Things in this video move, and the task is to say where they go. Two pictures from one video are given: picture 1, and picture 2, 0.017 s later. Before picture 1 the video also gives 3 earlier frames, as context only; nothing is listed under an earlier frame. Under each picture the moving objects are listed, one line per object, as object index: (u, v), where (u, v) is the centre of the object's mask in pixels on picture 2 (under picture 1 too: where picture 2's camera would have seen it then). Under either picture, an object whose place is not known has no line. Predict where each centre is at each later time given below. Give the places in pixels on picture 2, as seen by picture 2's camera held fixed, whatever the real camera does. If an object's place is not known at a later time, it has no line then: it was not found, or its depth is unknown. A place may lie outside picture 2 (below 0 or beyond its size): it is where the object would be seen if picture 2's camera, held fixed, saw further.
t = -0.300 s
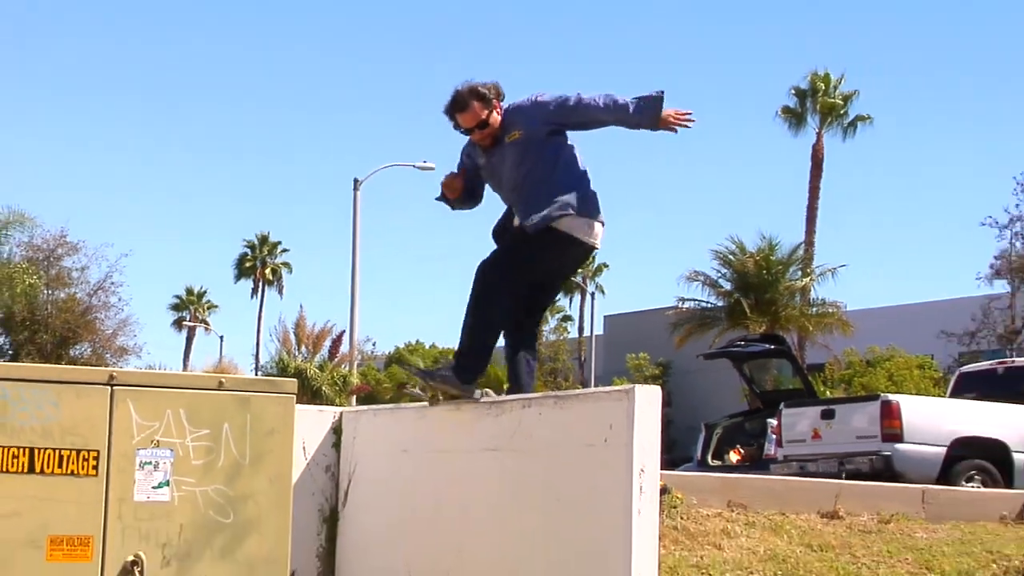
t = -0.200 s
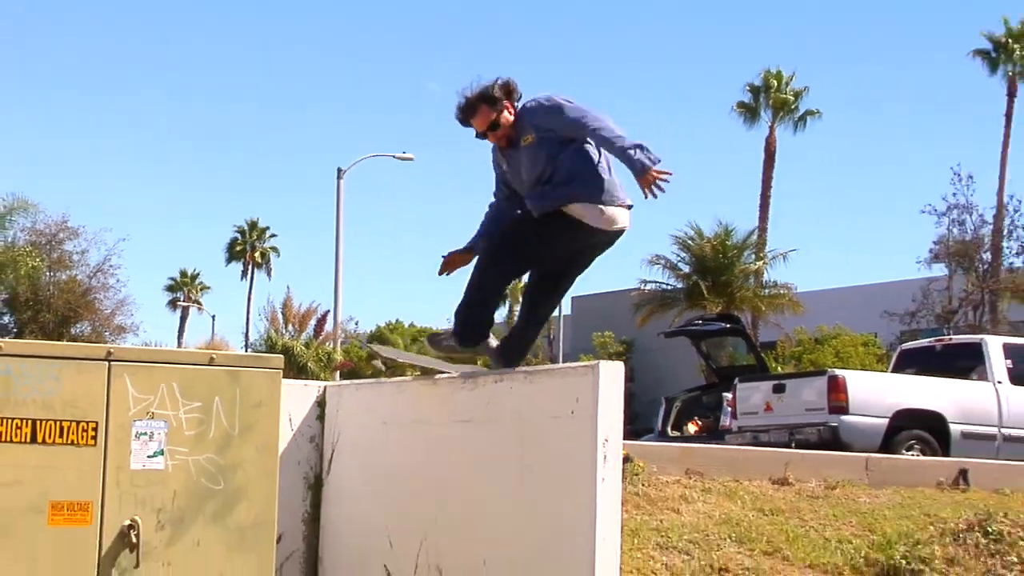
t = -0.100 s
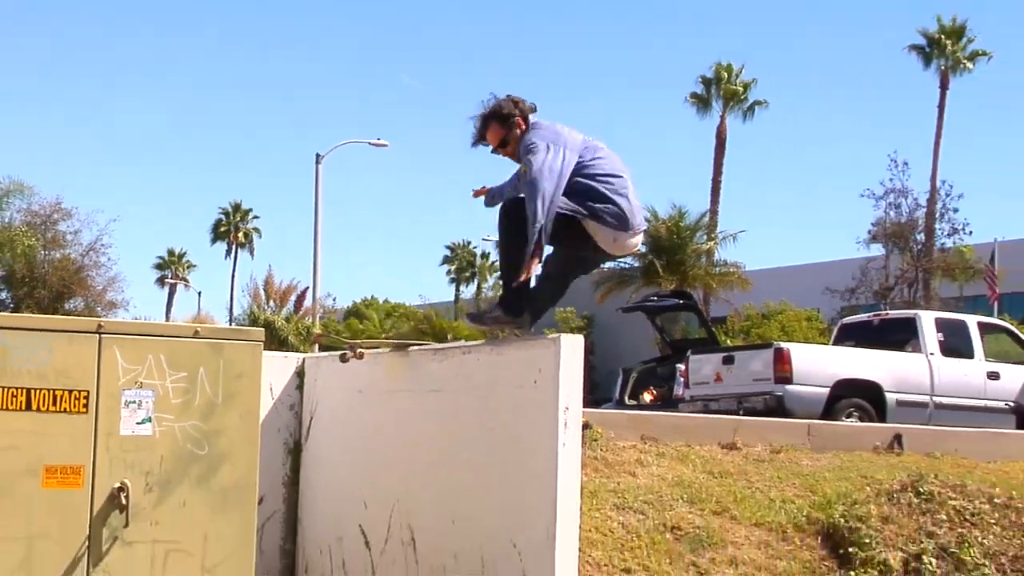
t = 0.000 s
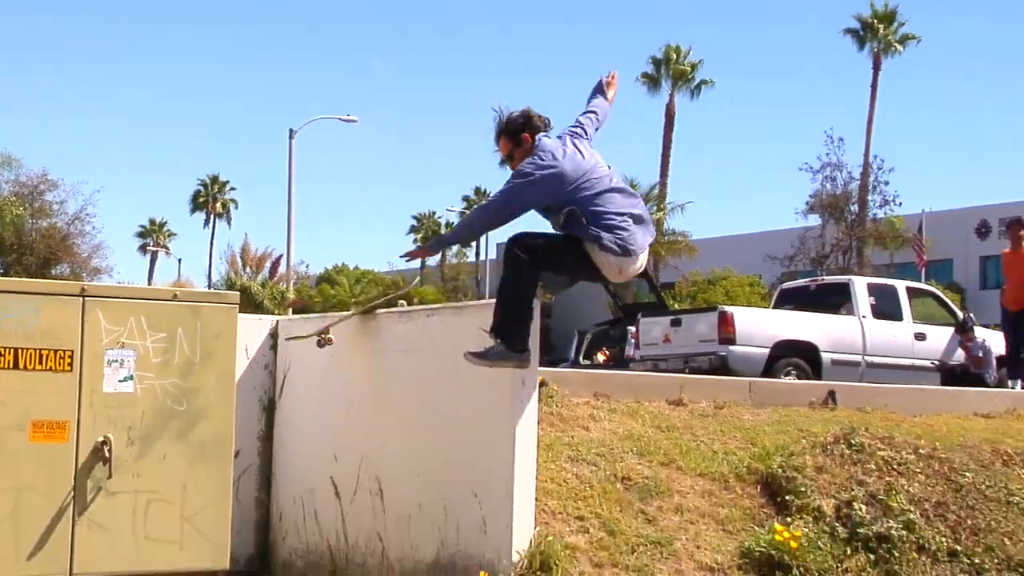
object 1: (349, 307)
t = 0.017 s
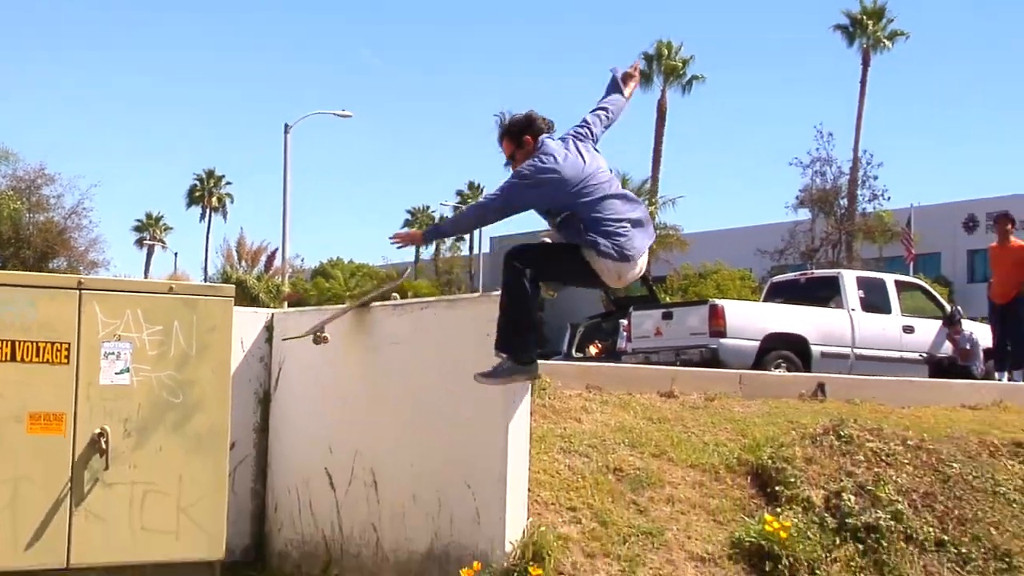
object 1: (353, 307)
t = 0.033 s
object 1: (351, 308)
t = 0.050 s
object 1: (347, 312)
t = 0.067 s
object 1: (345, 315)
